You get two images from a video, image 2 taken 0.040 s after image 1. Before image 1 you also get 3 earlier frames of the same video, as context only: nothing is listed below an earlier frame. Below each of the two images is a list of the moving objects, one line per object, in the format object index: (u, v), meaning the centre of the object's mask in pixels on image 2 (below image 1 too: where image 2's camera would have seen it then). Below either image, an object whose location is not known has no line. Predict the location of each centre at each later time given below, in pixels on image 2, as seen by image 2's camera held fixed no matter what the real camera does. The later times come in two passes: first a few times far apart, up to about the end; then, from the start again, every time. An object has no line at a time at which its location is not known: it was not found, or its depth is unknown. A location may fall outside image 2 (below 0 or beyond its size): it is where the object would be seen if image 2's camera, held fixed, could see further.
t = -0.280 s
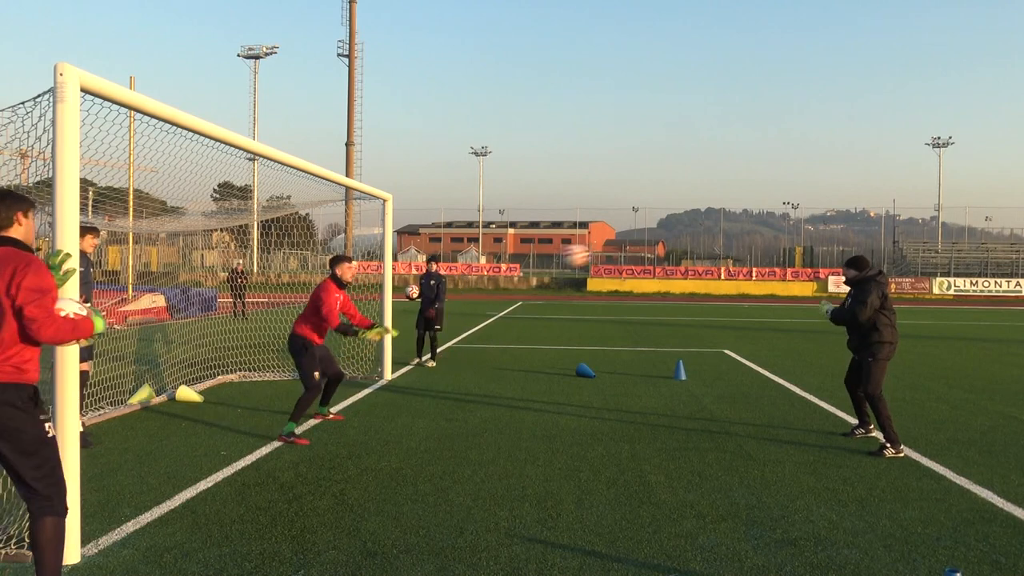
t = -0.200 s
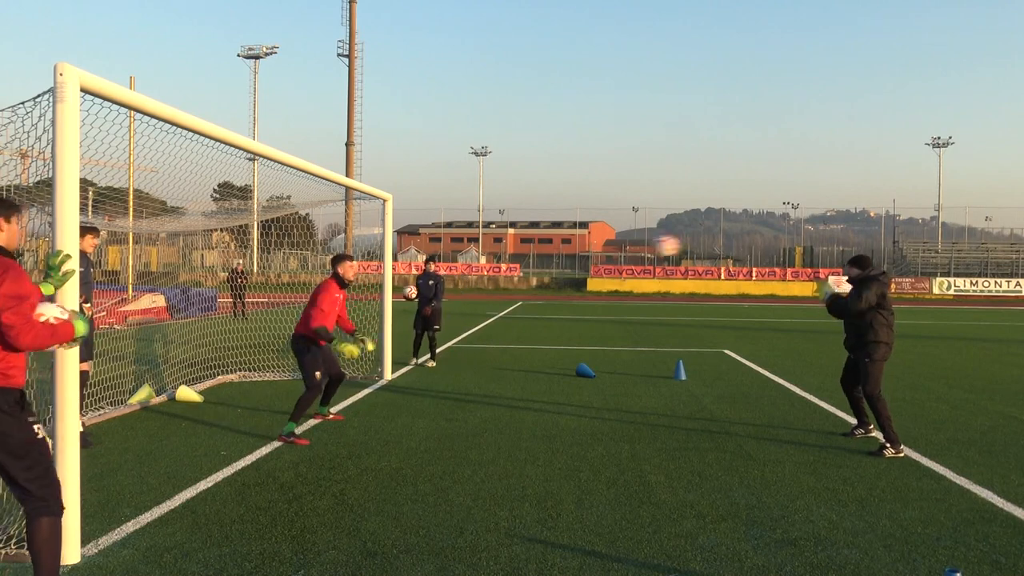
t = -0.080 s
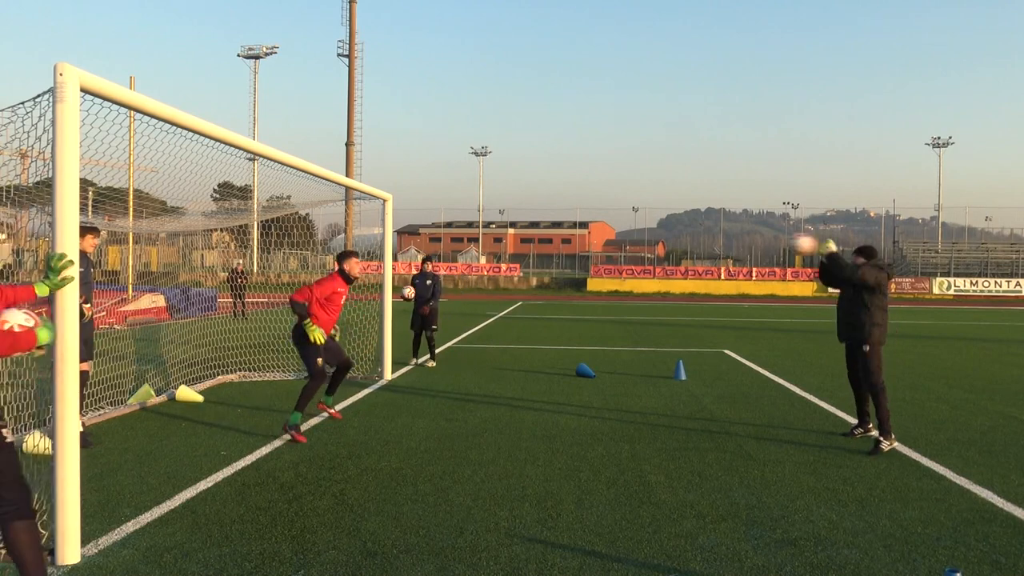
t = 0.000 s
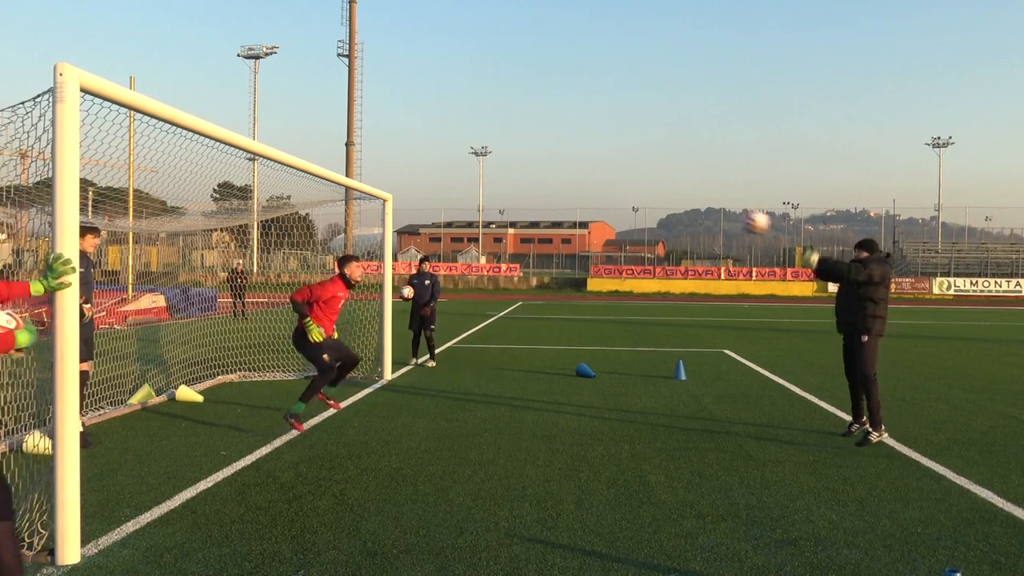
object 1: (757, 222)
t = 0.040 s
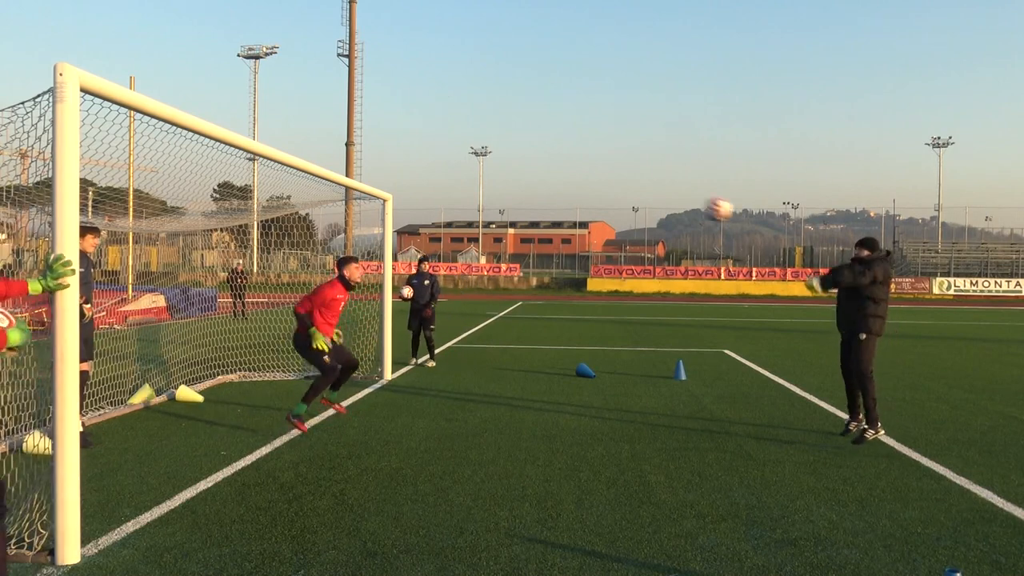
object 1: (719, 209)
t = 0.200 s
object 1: (562, 174)
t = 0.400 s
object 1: (345, 172)
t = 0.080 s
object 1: (681, 198)
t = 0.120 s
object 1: (643, 189)
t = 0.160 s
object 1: (604, 182)
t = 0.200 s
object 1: (562, 174)
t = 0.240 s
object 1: (522, 170)
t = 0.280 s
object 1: (479, 167)
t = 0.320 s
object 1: (435, 167)
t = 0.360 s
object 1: (391, 168)
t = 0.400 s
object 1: (345, 172)
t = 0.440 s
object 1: (296, 179)
